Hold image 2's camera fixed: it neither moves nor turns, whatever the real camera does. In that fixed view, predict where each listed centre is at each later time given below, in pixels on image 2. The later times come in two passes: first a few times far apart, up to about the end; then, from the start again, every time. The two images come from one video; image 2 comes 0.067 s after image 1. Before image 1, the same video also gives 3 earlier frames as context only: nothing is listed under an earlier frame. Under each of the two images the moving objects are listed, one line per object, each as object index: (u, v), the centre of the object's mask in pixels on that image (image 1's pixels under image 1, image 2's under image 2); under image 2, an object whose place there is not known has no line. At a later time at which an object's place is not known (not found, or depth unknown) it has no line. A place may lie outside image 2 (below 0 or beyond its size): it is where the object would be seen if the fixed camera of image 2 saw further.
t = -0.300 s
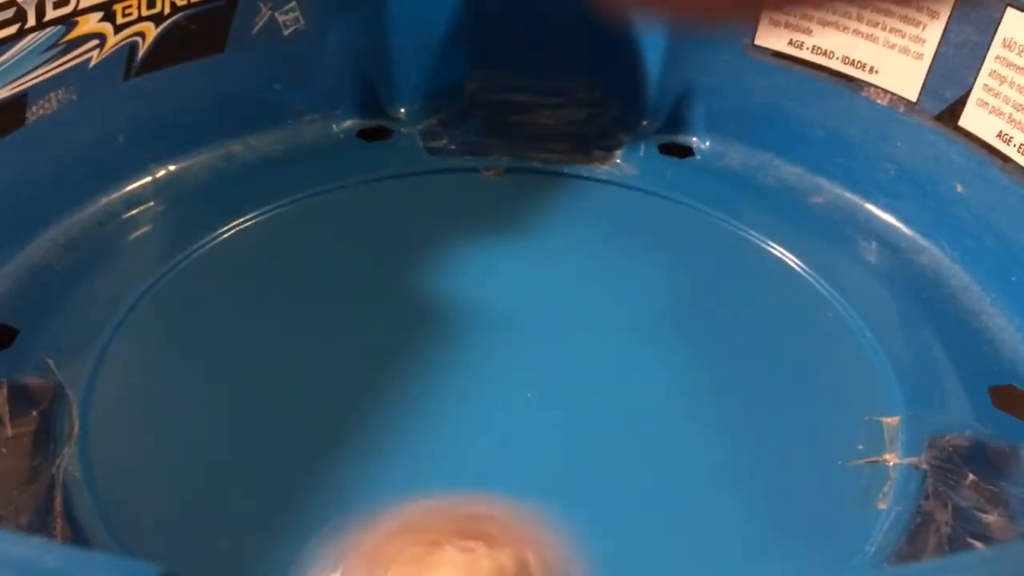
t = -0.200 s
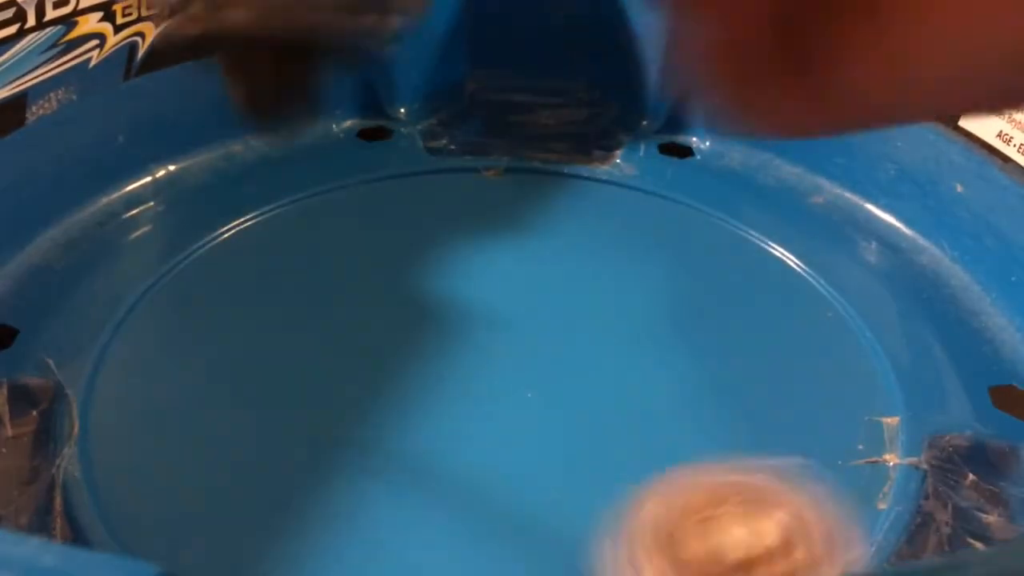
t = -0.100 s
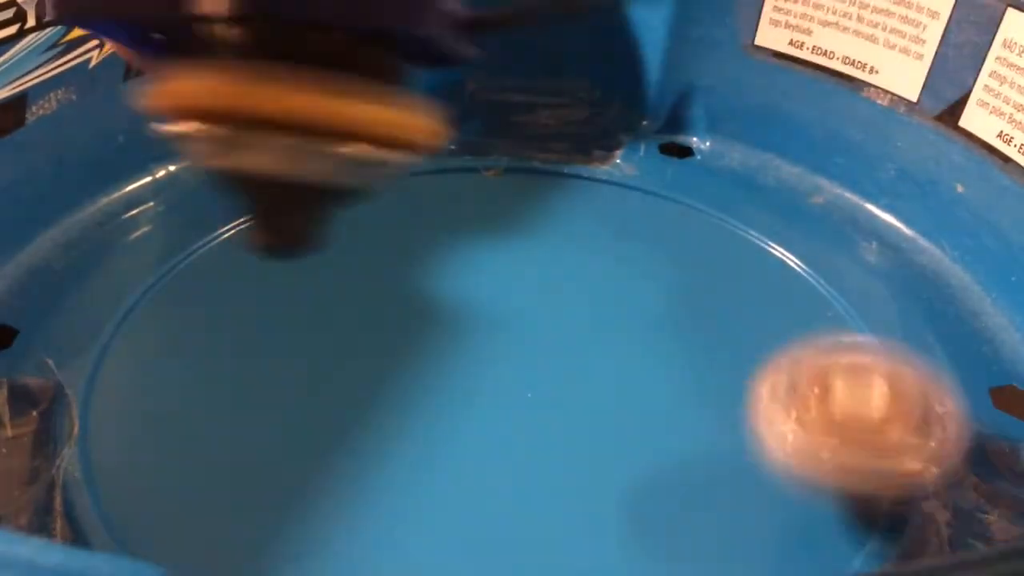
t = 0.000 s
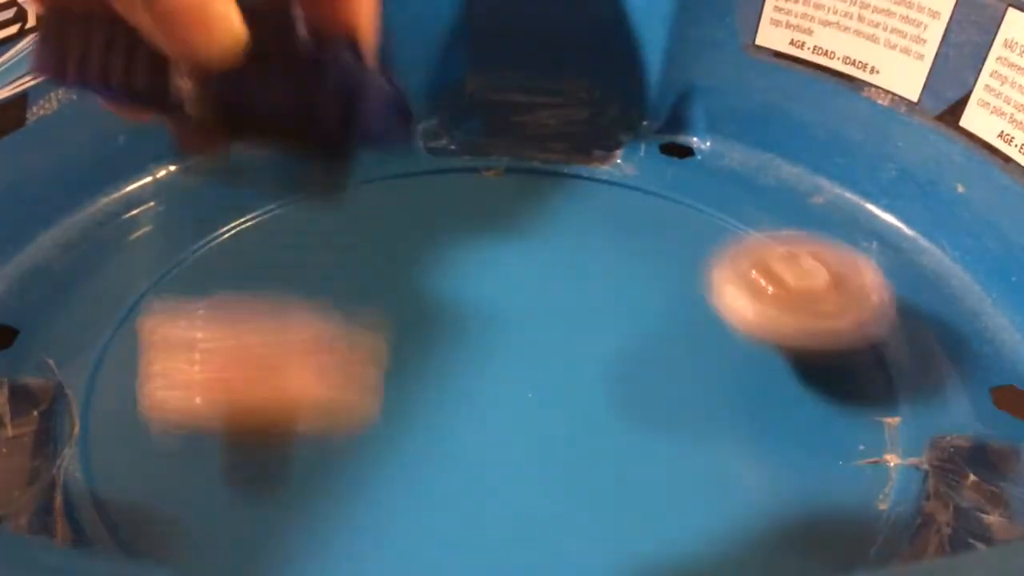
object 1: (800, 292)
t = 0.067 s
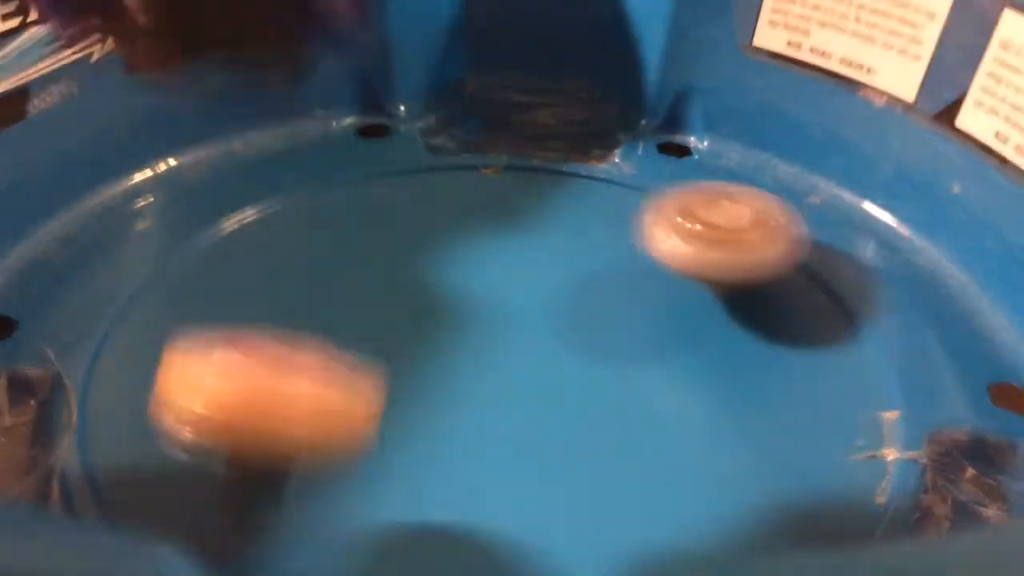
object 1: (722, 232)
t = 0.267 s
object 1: (474, 185)
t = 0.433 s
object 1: (332, 146)
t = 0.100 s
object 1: (684, 215)
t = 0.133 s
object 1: (645, 200)
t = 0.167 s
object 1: (600, 188)
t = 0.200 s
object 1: (556, 179)
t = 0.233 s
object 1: (514, 181)
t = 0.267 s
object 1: (474, 185)
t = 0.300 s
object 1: (430, 188)
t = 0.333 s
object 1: (389, 177)
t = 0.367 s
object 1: (356, 146)
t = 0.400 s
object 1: (340, 132)
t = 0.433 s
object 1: (332, 146)
